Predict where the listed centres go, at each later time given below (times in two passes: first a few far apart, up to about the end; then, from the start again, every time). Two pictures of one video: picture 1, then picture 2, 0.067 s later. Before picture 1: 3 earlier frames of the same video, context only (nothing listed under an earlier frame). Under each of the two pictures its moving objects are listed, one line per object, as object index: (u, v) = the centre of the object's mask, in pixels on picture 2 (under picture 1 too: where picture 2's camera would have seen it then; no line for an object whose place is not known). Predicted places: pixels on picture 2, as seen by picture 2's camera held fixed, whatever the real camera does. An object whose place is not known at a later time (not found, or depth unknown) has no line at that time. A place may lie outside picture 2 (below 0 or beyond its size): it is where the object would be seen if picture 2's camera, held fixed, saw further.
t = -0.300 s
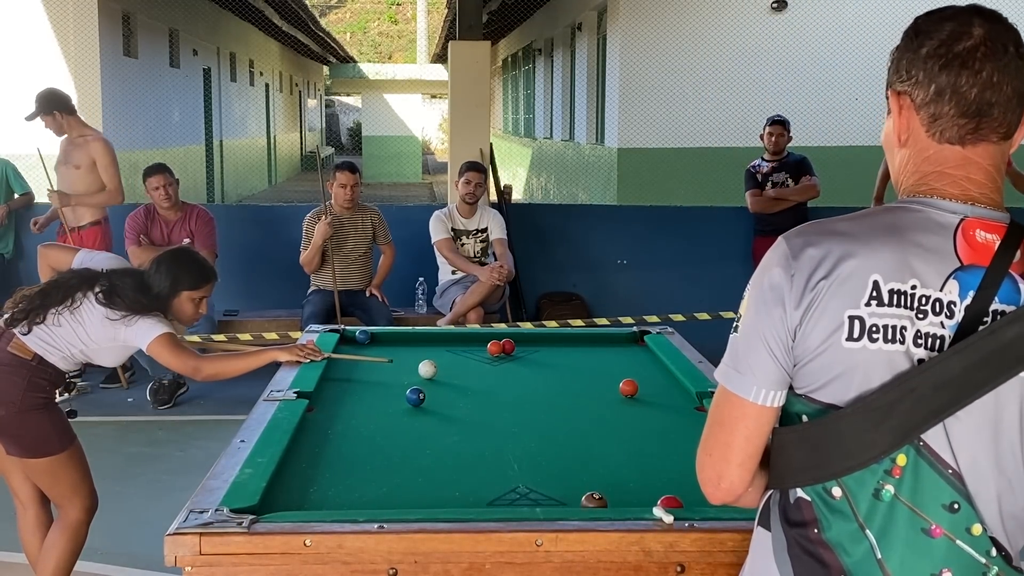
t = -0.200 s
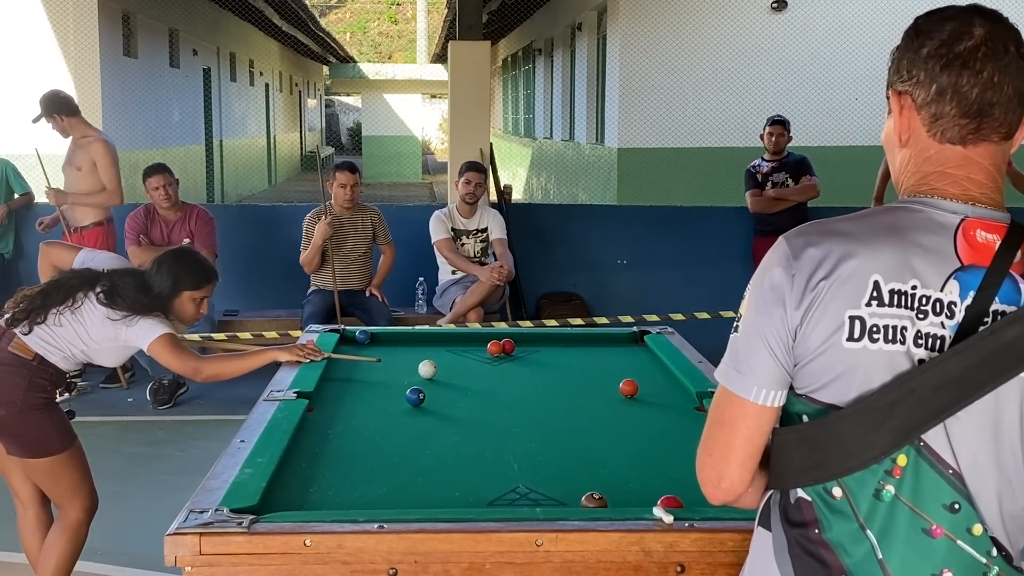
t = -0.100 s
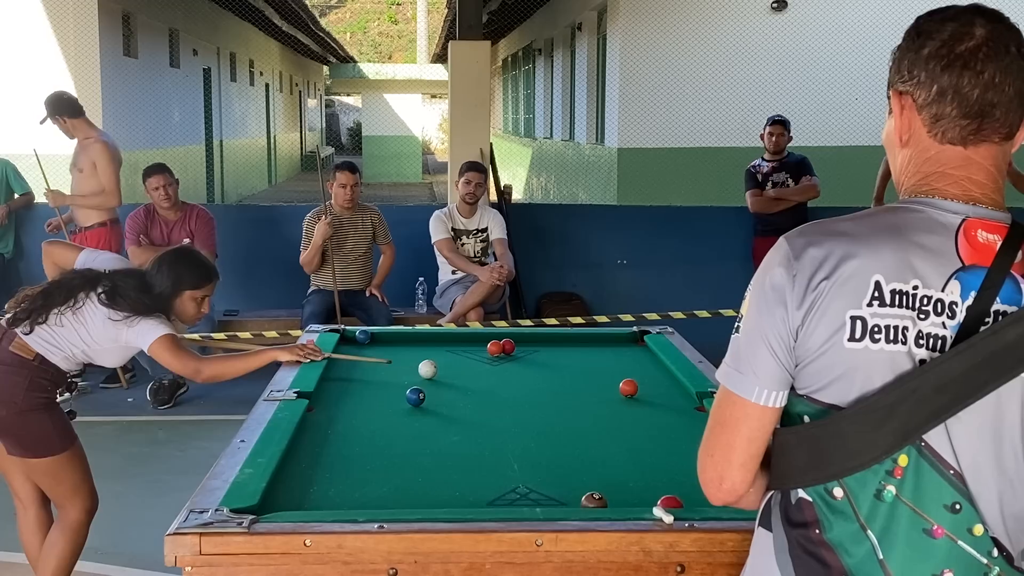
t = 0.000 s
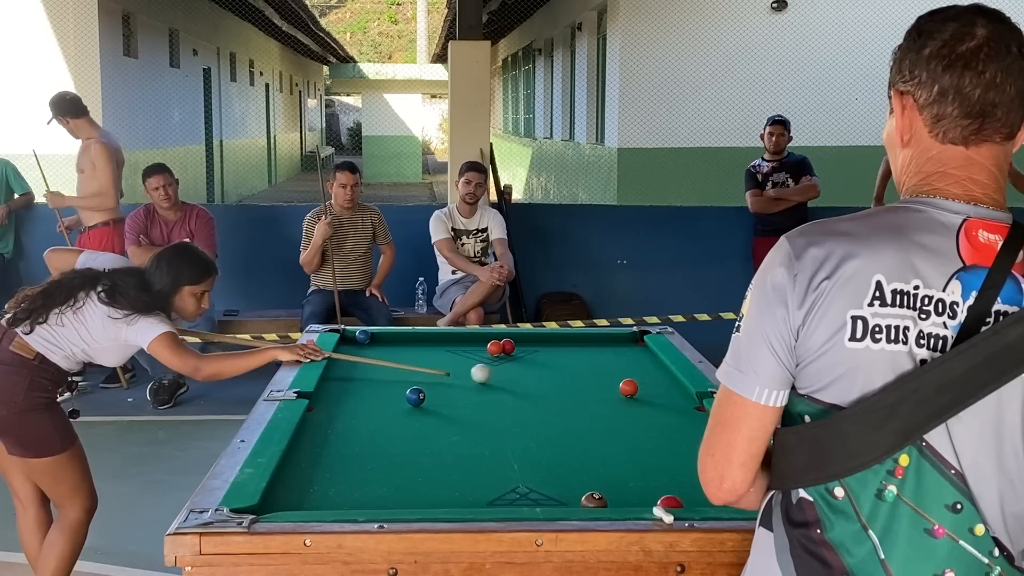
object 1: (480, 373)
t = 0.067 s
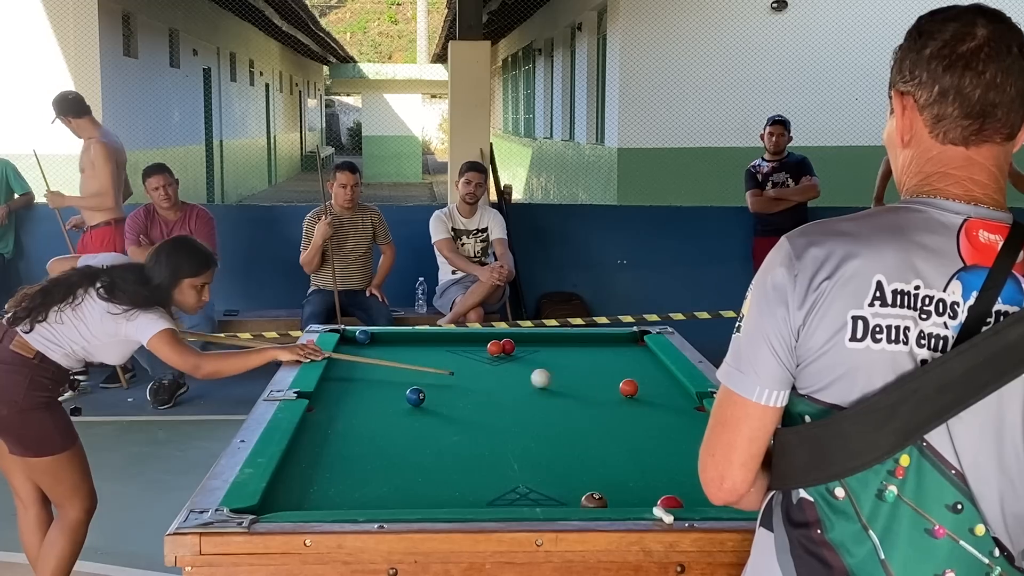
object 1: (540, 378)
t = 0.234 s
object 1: (638, 383)
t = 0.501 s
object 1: (628, 386)
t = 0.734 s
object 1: (572, 390)
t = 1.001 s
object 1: (508, 394)
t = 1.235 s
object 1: (453, 398)
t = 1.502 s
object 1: (390, 402)
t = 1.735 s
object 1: (336, 405)
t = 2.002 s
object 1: (343, 409)
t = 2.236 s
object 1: (375, 411)
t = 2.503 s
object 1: (408, 413)
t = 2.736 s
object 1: (435, 415)
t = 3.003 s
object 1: (464, 417)
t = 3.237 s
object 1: (487, 418)
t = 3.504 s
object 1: (511, 420)
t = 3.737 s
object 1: (529, 421)
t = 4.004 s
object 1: (548, 422)
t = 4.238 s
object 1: (562, 423)
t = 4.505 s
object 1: (576, 423)
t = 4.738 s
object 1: (585, 423)
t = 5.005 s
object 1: (592, 423)
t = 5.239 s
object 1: (596, 424)
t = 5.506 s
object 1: (597, 423)
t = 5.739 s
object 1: (597, 423)
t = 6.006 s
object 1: (597, 423)
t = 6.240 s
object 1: (597, 423)
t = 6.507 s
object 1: (597, 423)
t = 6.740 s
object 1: (597, 423)
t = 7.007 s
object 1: (593, 424)
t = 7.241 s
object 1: (594, 424)
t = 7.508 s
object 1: (596, 423)
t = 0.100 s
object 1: (569, 381)
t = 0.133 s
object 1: (598, 383)
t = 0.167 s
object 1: (617, 383)
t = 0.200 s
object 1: (627, 383)
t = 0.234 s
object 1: (638, 383)
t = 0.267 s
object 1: (650, 383)
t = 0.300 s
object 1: (663, 383)
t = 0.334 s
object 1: (674, 382)
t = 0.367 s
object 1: (664, 382)
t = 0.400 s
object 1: (653, 384)
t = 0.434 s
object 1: (644, 385)
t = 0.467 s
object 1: (636, 385)
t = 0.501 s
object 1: (628, 386)
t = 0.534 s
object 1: (620, 387)
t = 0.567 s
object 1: (612, 387)
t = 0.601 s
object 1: (604, 388)
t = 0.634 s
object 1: (596, 388)
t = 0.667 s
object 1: (588, 389)
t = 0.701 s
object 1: (580, 389)
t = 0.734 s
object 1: (572, 390)
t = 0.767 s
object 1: (564, 390)
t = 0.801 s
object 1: (556, 391)
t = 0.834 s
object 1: (548, 391)
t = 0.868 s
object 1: (540, 392)
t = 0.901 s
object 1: (532, 393)
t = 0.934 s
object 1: (524, 393)
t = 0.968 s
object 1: (516, 393)
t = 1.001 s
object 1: (508, 394)
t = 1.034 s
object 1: (500, 394)
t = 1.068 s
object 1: (492, 395)
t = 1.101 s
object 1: (484, 395)
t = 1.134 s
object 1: (476, 396)
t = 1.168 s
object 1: (468, 396)
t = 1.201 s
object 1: (461, 397)
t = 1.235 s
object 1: (453, 398)
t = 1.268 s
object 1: (445, 398)
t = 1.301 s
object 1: (437, 399)
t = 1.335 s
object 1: (429, 399)
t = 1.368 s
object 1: (421, 399)
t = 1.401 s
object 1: (414, 400)
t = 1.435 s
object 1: (406, 401)
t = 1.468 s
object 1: (398, 401)
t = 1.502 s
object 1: (390, 402)
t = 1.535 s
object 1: (382, 402)
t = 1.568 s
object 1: (375, 403)
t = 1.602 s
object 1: (367, 403)
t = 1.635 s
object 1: (359, 404)
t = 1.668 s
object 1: (352, 405)
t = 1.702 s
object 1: (344, 405)
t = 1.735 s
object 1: (336, 405)
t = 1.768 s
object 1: (329, 406)
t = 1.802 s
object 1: (321, 406)
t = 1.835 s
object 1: (320, 406)
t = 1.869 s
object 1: (325, 407)
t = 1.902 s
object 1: (329, 408)
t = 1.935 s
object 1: (334, 408)
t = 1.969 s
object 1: (339, 408)
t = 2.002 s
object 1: (343, 409)
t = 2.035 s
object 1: (348, 409)
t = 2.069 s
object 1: (353, 409)
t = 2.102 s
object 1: (357, 410)
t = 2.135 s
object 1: (362, 410)
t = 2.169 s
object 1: (366, 410)
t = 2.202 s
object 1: (370, 411)
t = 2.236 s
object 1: (375, 411)
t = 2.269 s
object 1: (379, 411)
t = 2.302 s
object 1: (383, 411)
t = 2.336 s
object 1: (388, 412)
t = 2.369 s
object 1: (392, 412)
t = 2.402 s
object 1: (396, 412)
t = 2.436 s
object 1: (400, 412)
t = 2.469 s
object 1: (404, 413)
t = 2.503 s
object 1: (408, 413)
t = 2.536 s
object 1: (412, 413)
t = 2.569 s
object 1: (416, 414)
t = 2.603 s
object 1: (420, 414)
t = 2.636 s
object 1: (424, 414)
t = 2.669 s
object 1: (427, 414)
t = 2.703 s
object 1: (431, 414)
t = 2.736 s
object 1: (435, 415)
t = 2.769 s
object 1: (439, 415)
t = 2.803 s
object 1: (443, 415)
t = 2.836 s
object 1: (446, 416)
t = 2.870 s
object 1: (450, 416)
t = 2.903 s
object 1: (454, 416)
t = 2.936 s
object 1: (457, 416)
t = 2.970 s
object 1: (461, 417)
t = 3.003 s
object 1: (464, 417)
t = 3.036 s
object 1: (467, 417)
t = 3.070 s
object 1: (471, 417)
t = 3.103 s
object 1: (474, 417)
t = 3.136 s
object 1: (477, 418)
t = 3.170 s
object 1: (481, 418)
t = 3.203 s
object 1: (484, 418)
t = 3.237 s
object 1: (487, 418)
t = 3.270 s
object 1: (490, 419)
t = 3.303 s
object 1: (493, 419)
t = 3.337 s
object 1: (496, 419)
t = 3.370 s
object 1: (499, 419)
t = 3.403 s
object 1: (502, 419)
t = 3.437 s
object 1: (505, 420)
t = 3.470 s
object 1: (508, 420)
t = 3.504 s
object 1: (511, 420)
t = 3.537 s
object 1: (514, 420)
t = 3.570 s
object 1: (516, 420)
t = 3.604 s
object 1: (519, 420)
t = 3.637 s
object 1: (522, 421)
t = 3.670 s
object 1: (524, 421)
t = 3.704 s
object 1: (527, 421)
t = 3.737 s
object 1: (529, 421)
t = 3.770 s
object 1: (532, 421)
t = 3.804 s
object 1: (534, 421)
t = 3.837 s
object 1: (537, 421)
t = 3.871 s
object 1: (539, 421)
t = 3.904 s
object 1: (542, 421)
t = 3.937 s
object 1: (544, 422)
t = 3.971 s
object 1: (546, 422)
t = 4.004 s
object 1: (548, 422)
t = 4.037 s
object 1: (551, 422)
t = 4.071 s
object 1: (552, 422)
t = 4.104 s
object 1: (555, 422)
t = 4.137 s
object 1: (557, 422)
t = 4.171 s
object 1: (558, 423)
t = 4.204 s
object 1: (560, 422)
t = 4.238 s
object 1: (562, 423)
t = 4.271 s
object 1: (564, 423)
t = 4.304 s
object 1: (566, 423)
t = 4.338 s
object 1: (568, 423)
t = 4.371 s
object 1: (569, 423)
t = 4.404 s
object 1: (571, 423)
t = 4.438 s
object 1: (572, 423)
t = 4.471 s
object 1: (574, 423)
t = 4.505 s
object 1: (576, 423)
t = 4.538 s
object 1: (577, 423)
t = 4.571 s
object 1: (579, 423)
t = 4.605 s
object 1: (580, 423)
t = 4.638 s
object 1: (581, 423)
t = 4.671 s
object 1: (582, 423)
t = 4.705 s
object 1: (584, 423)
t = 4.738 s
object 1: (585, 423)
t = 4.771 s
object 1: (586, 423)
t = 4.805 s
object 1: (587, 423)
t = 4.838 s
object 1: (588, 423)
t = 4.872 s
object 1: (589, 423)
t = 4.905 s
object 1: (590, 423)
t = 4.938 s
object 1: (591, 423)
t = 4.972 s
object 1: (592, 423)
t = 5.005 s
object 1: (592, 423)
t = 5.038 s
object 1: (593, 423)
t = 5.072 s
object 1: (594, 423)
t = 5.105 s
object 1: (594, 424)
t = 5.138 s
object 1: (595, 423)
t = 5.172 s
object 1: (595, 424)
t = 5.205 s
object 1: (596, 424)
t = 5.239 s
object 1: (596, 424)
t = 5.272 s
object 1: (596, 424)
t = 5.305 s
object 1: (596, 424)
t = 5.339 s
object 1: (597, 424)
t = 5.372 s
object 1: (597, 423)
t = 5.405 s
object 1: (597, 423)
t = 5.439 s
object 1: (597, 423)
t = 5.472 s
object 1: (597, 423)
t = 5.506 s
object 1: (597, 423)
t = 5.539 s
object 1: (597, 423)
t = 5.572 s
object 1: (597, 423)
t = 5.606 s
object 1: (597, 423)
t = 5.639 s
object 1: (597, 423)
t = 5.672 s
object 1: (597, 423)
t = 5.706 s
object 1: (597, 423)
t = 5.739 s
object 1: (597, 423)
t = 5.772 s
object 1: (597, 423)
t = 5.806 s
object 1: (597, 423)
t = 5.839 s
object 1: (597, 423)
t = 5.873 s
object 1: (597, 423)
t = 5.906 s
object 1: (597, 423)
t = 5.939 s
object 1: (597, 423)
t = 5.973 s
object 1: (597, 423)
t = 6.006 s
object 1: (597, 423)
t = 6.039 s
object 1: (597, 423)
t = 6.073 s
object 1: (597, 423)
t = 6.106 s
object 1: (597, 423)
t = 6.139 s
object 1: (597, 423)
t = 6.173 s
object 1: (597, 423)
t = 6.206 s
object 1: (597, 423)
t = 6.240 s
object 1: (597, 423)
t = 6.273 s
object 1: (597, 423)
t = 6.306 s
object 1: (597, 423)
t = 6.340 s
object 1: (597, 423)
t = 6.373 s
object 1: (597, 423)
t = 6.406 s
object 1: (597, 423)
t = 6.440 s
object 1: (597, 423)
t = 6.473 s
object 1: (597, 423)
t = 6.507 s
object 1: (597, 423)
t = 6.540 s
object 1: (597, 423)
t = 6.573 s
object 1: (597, 423)
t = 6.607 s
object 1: (597, 423)
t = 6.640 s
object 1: (597, 423)
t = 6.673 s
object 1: (597, 423)
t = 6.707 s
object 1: (597, 423)
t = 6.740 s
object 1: (597, 423)
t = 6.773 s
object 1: (597, 423)
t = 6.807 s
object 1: (597, 423)
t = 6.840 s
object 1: (596, 423)
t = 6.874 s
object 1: (596, 424)
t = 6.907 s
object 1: (595, 424)
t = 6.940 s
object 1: (594, 424)
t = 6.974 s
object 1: (593, 424)
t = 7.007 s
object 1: (593, 424)
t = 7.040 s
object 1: (593, 424)
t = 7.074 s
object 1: (593, 424)
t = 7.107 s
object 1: (593, 424)
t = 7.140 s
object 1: (593, 424)
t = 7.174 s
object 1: (594, 424)
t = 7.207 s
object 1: (593, 424)
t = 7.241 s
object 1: (594, 424)
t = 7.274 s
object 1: (594, 424)
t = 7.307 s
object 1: (594, 424)
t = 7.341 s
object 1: (594, 423)
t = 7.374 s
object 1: (594, 423)
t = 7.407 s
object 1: (594, 423)
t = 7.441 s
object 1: (595, 423)
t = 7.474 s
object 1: (595, 423)
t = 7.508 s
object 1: (596, 423)
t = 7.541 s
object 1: (597, 423)
